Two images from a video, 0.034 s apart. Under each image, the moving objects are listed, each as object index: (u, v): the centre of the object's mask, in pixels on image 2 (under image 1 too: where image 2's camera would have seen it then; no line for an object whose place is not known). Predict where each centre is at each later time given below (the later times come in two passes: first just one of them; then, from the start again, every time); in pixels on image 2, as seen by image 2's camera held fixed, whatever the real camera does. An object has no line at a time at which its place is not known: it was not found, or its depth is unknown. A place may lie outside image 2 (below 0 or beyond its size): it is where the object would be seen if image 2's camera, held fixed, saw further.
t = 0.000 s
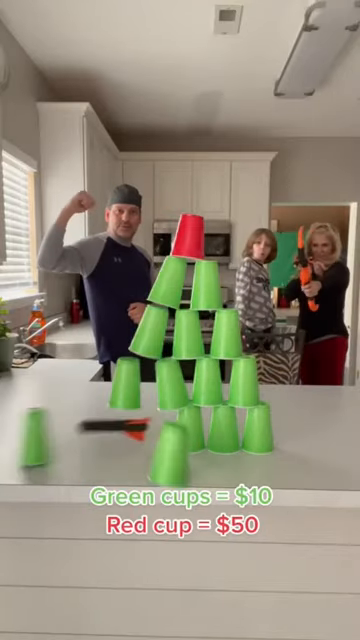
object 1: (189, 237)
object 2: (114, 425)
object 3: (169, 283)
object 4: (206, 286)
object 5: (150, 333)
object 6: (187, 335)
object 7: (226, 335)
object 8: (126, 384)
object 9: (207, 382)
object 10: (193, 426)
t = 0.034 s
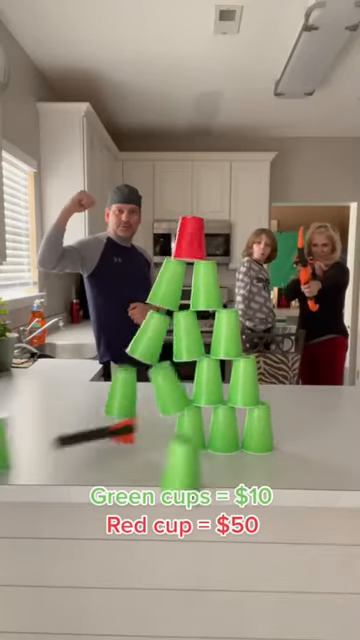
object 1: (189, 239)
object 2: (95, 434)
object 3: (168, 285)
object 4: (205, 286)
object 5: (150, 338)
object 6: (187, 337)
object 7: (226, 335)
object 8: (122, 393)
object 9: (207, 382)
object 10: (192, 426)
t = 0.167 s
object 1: (186, 269)
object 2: (25, 507)
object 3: (155, 315)
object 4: (207, 303)
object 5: (134, 381)
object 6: (183, 359)
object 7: (232, 336)
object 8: (103, 424)
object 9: (212, 384)
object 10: (190, 428)
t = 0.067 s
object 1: (190, 242)
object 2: (73, 449)
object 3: (167, 290)
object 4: (204, 288)
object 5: (147, 344)
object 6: (186, 340)
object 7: (226, 335)
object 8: (118, 405)
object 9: (208, 383)
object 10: (190, 432)
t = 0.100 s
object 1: (190, 248)
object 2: (53, 467)
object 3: (164, 296)
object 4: (203, 291)
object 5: (142, 353)
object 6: (186, 345)
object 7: (228, 335)
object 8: (114, 422)
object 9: (209, 383)
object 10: (190, 431)
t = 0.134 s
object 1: (189, 256)
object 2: (36, 488)
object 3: (160, 304)
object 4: (204, 297)
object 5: (138, 365)
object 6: (185, 352)
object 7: (231, 335)
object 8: (109, 429)
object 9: (210, 385)
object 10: (190, 430)
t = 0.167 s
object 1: (186, 269)
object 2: (25, 507)
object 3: (155, 315)
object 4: (207, 303)
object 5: (134, 381)
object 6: (183, 359)
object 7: (232, 336)
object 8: (103, 424)
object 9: (212, 384)
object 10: (190, 428)
